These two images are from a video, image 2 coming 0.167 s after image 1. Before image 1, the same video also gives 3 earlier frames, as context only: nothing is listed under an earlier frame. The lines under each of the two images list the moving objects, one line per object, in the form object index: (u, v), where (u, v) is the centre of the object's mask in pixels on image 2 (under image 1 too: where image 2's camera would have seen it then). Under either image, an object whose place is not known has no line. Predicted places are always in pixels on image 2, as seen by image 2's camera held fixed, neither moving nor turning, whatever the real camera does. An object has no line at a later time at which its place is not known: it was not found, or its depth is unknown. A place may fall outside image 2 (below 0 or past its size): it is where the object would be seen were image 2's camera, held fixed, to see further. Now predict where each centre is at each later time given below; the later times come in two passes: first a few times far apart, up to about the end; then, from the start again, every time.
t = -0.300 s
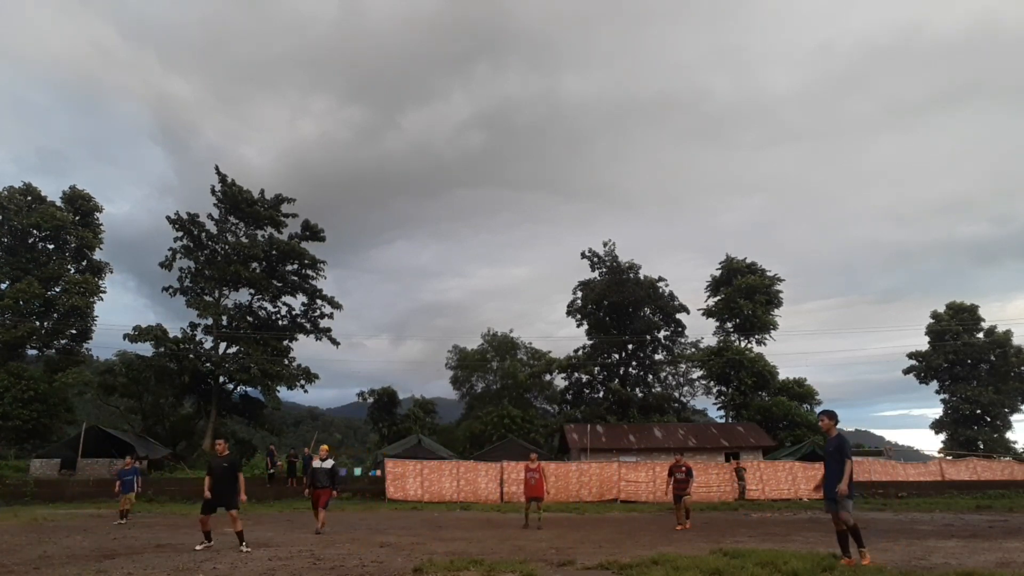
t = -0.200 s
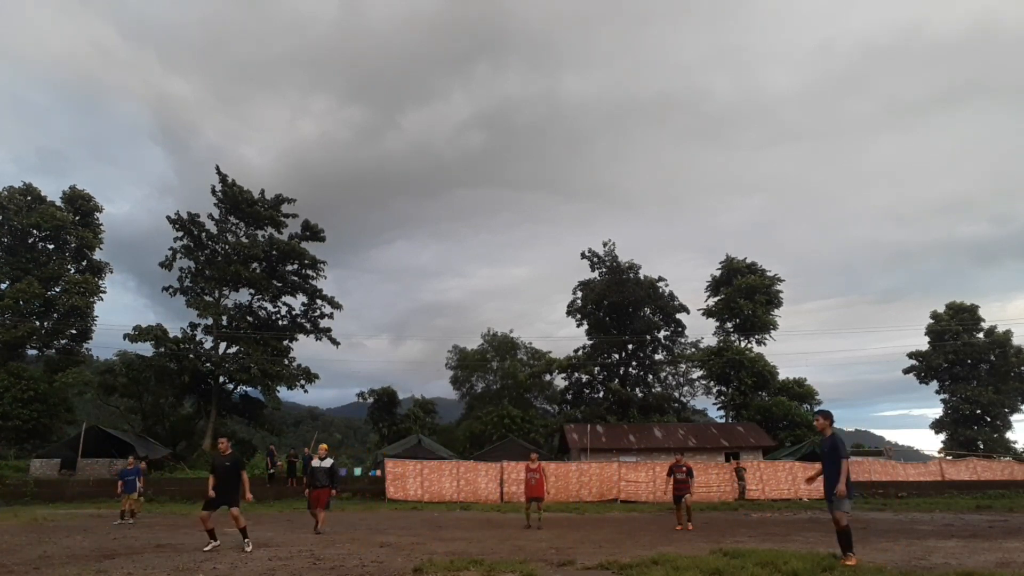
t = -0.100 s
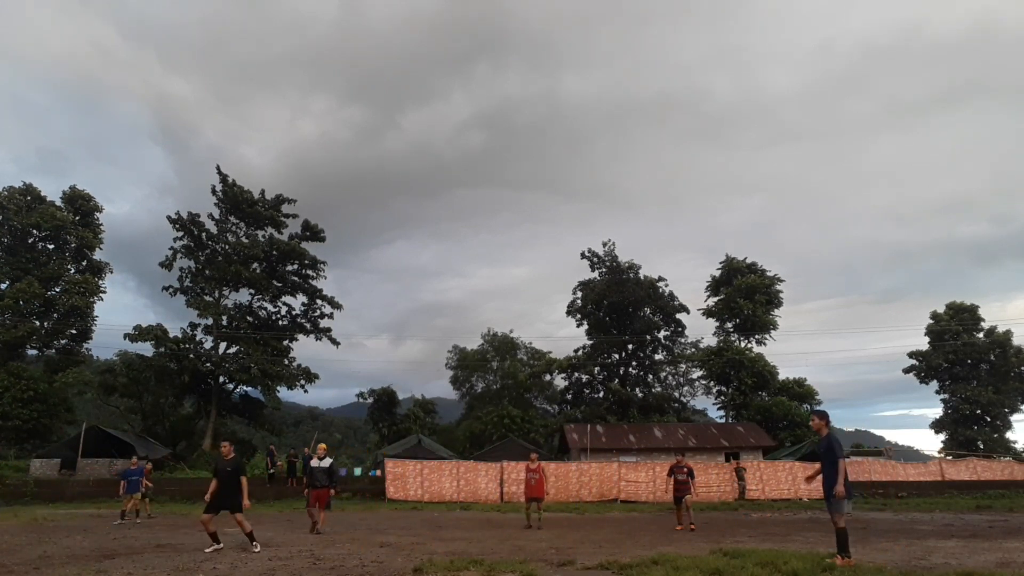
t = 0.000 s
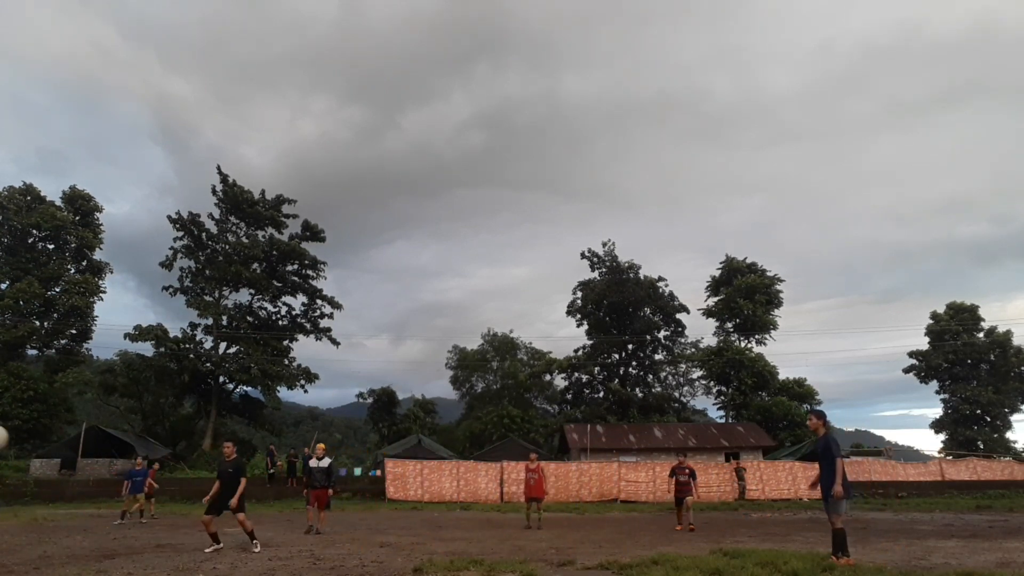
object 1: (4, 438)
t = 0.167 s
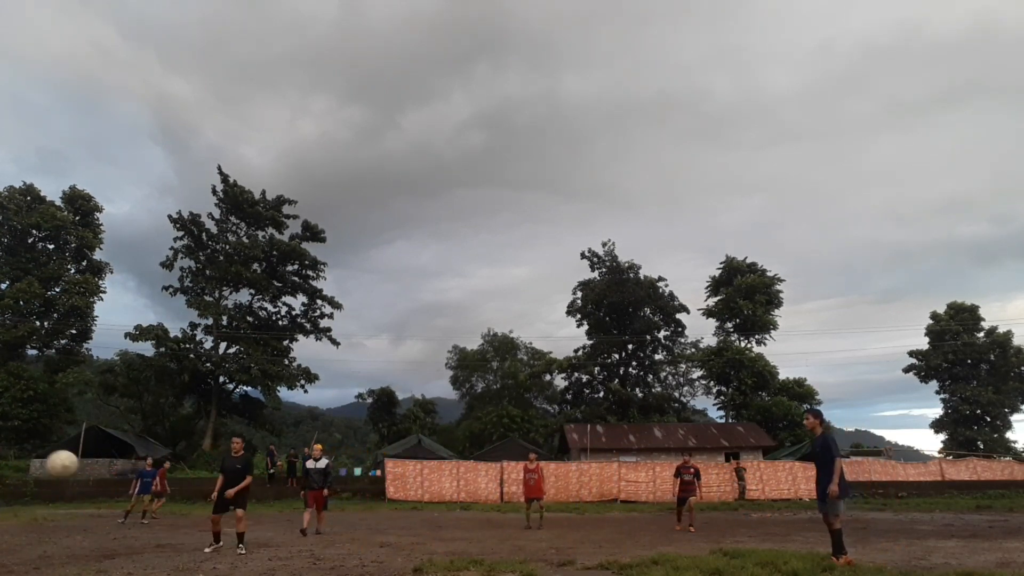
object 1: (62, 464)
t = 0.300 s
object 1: (116, 510)
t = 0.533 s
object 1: (199, 541)
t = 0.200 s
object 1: (76, 474)
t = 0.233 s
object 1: (89, 485)
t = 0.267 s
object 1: (102, 497)
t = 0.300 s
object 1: (116, 510)
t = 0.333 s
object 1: (129, 527)
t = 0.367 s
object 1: (142, 543)
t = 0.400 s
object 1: (156, 562)
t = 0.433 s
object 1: (169, 570)
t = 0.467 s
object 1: (179, 563)
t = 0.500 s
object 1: (189, 551)
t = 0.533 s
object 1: (199, 541)
